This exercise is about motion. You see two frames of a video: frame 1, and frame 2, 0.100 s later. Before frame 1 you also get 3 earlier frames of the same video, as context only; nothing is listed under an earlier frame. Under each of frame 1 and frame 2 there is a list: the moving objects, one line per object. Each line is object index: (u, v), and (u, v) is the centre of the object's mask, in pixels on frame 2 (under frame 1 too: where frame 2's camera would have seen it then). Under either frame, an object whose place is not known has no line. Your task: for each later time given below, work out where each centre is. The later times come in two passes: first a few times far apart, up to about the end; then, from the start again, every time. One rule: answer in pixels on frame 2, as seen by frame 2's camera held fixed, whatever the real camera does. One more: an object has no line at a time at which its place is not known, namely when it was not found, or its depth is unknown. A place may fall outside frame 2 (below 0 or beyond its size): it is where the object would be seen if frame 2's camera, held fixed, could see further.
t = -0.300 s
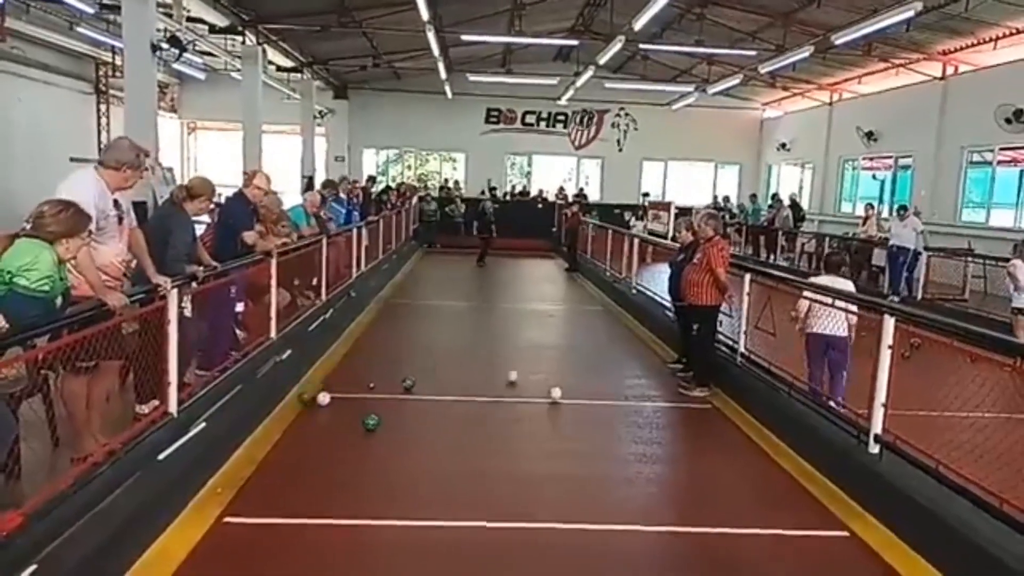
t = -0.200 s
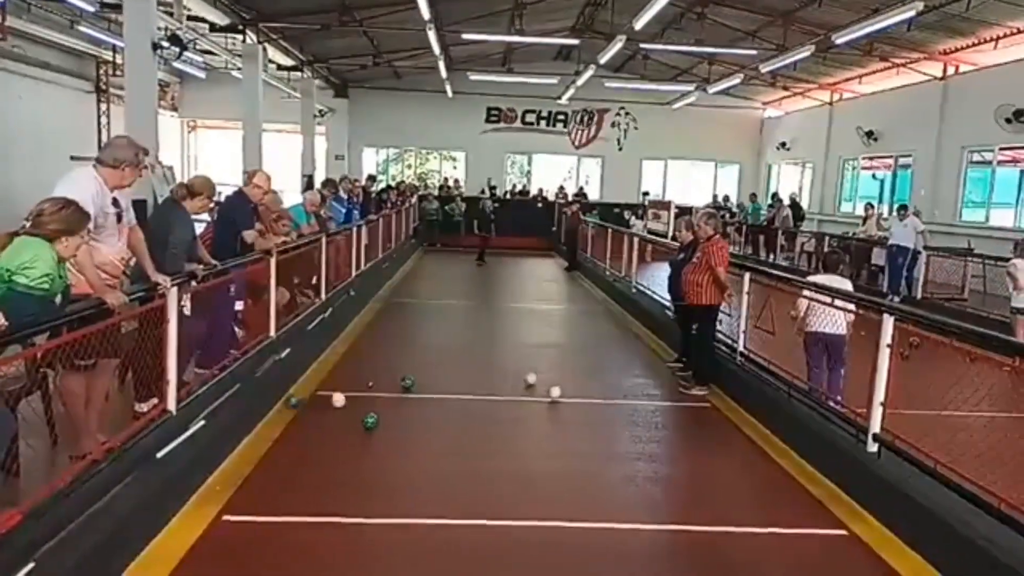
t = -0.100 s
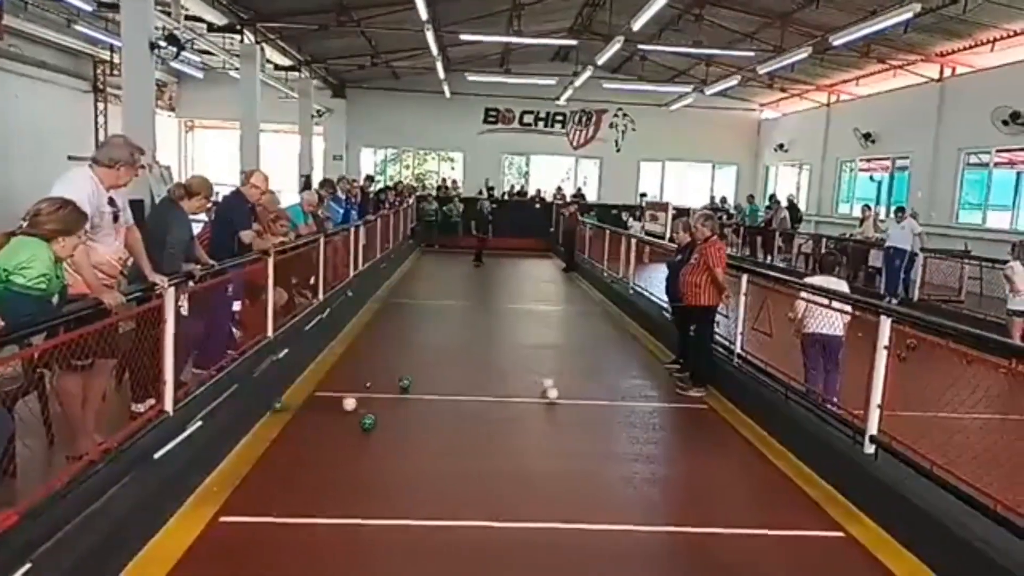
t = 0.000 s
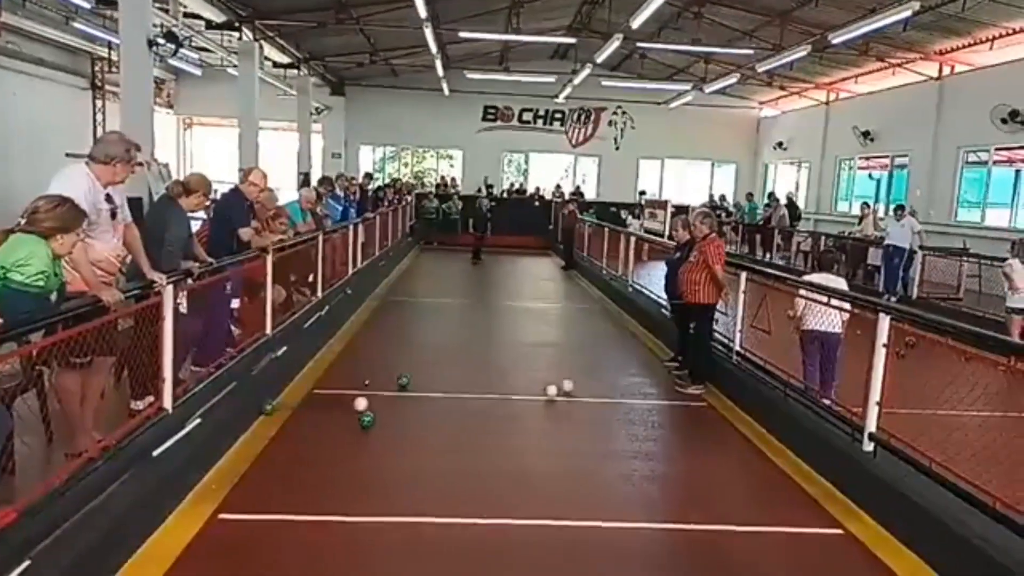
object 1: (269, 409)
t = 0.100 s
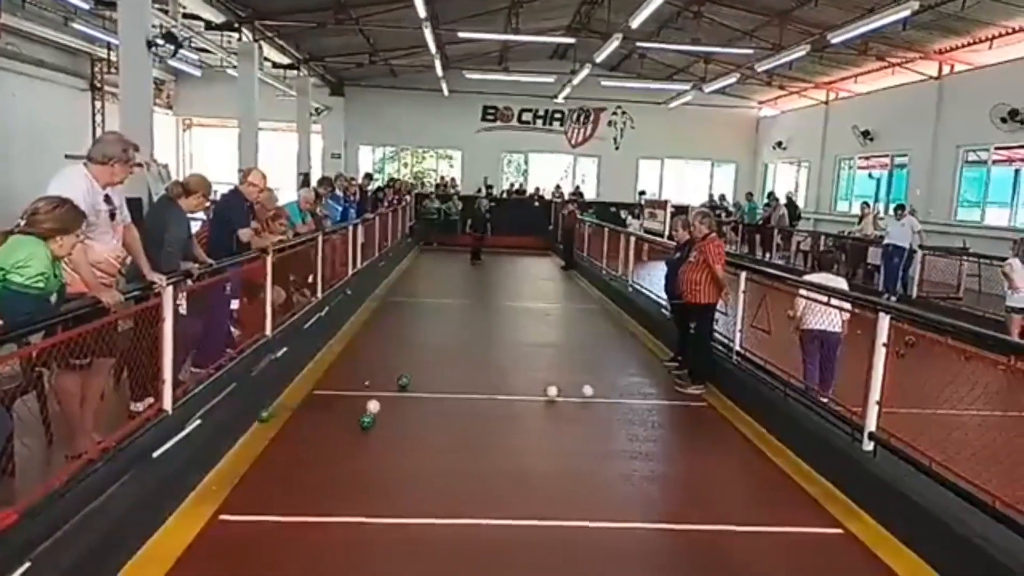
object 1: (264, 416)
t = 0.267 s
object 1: (261, 425)
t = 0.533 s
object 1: (259, 440)
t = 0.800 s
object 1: (259, 459)
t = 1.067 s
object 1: (261, 480)
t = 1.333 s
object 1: (262, 498)
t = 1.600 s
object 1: (261, 523)
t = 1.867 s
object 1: (263, 546)
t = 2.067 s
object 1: (267, 556)
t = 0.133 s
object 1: (264, 417)
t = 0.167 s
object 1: (263, 419)
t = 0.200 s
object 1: (263, 422)
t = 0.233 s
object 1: (262, 424)
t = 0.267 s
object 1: (261, 425)
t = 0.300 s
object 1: (259, 427)
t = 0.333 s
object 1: (259, 429)
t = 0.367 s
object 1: (259, 431)
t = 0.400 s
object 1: (258, 433)
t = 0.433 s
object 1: (260, 436)
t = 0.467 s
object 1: (260, 438)
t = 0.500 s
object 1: (258, 440)
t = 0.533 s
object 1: (259, 440)
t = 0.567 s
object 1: (258, 444)
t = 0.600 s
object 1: (257, 447)
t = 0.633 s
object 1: (258, 449)
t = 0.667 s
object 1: (257, 451)
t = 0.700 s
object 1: (258, 452)
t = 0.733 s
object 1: (258, 455)
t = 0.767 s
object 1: (259, 458)
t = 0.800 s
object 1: (259, 459)
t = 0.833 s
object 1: (260, 462)
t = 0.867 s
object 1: (260, 464)
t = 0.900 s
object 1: (260, 466)
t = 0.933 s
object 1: (260, 469)
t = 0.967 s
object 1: (261, 472)
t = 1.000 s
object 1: (261, 474)
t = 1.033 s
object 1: (261, 477)
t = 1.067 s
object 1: (261, 480)
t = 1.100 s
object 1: (261, 482)
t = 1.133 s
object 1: (261, 483)
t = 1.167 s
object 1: (261, 486)
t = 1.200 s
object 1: (260, 488)
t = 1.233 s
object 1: (260, 489)
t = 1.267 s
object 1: (260, 490)
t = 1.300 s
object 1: (261, 492)
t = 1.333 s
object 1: (262, 498)
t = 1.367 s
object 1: (262, 503)
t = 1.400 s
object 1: (263, 505)
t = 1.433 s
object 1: (262, 507)
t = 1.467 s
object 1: (263, 510)
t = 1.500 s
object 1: (261, 512)
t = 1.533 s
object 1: (262, 516)
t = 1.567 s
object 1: (262, 520)
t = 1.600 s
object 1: (261, 523)
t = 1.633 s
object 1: (262, 525)
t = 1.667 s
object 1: (262, 527)
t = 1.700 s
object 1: (262, 531)
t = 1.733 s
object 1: (262, 533)
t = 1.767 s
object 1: (262, 537)
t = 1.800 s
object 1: (262, 540)
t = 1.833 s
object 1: (263, 544)
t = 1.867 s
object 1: (263, 546)
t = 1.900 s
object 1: (262, 547)
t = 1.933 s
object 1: (263, 550)
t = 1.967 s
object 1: (264, 551)
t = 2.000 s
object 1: (263, 553)
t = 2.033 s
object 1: (265, 555)
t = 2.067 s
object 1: (267, 556)
